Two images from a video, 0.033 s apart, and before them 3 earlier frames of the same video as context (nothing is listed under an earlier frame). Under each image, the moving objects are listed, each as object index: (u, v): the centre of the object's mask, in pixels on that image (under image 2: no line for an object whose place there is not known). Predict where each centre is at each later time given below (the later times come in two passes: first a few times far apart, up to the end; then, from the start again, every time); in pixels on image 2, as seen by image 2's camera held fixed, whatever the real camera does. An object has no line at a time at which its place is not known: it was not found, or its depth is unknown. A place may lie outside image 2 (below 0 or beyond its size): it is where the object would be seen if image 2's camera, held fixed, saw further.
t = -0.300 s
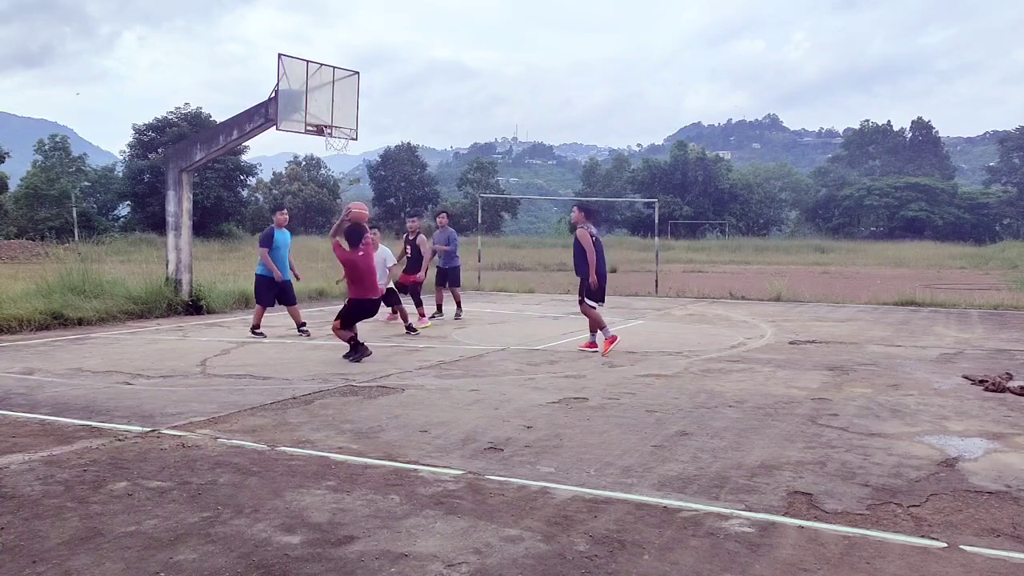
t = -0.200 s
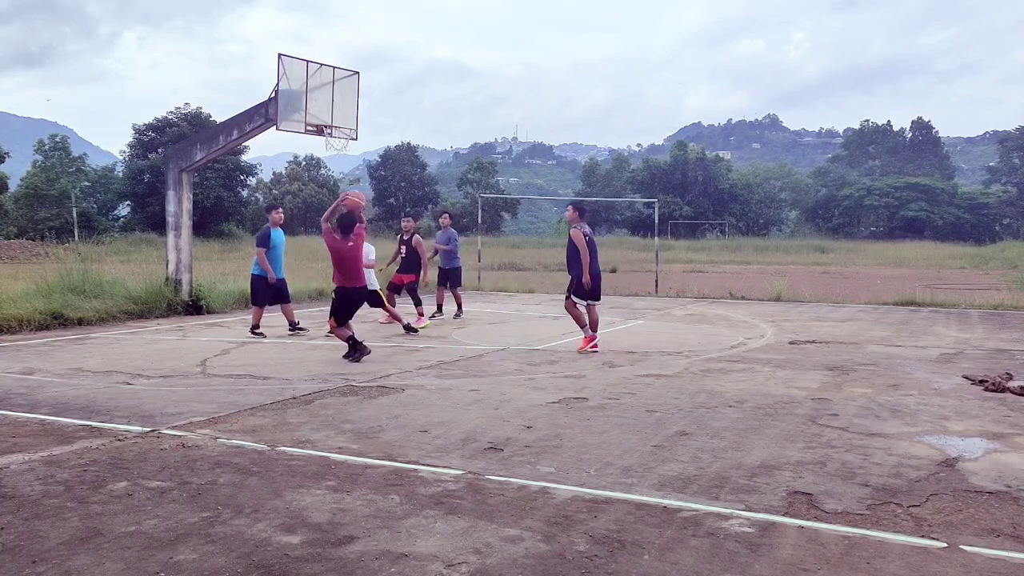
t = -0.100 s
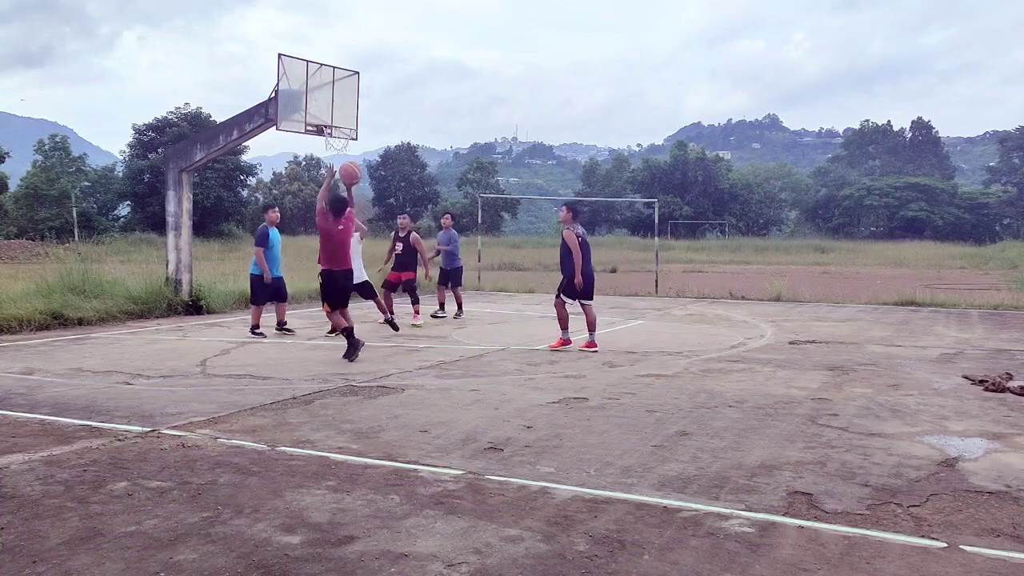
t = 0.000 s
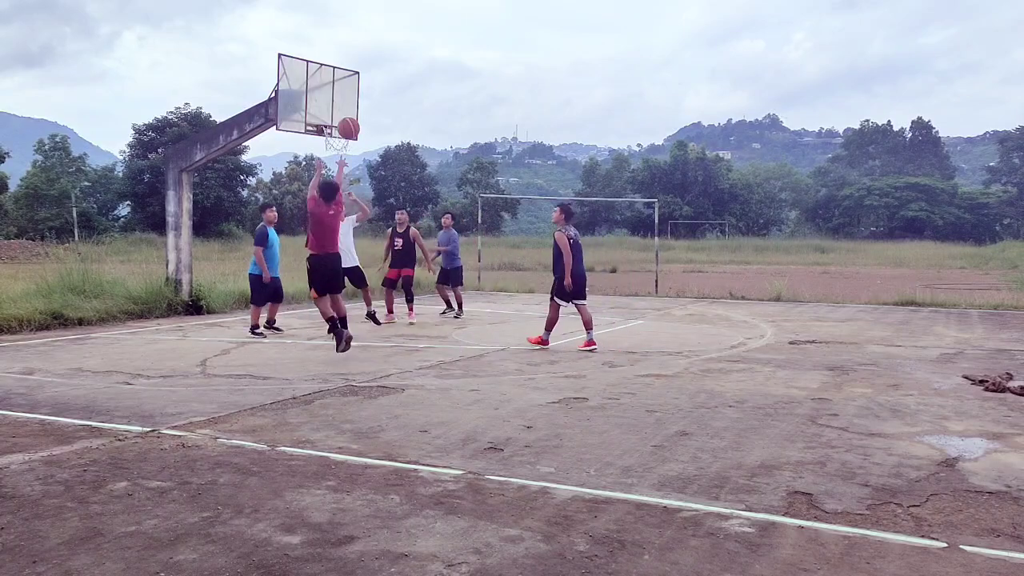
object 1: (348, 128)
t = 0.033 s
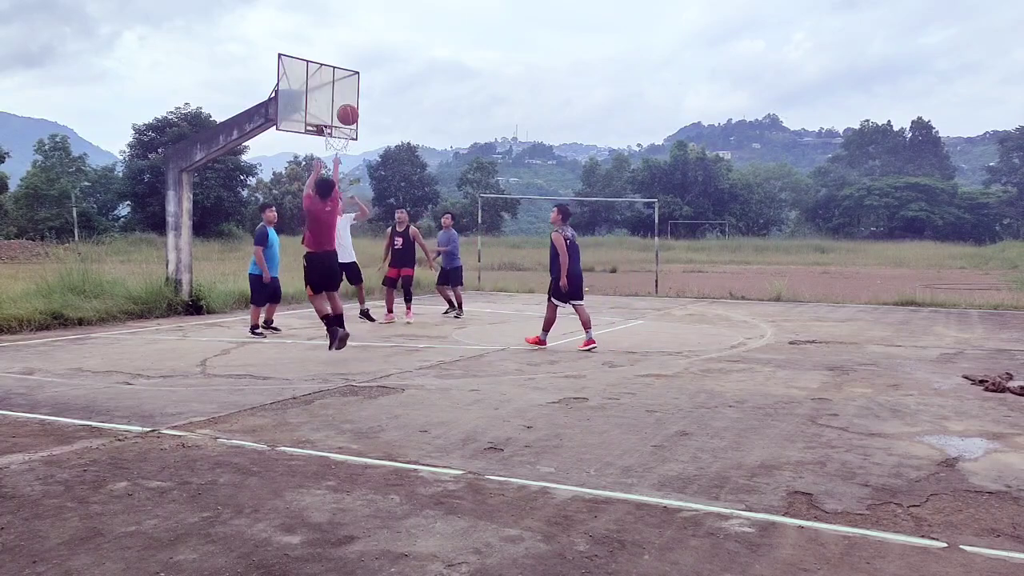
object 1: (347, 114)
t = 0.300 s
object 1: (341, 51)
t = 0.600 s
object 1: (336, 55)
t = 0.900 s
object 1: (332, 119)
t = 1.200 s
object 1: (345, 139)
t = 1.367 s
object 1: (339, 144)
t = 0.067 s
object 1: (347, 102)
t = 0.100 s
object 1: (346, 92)
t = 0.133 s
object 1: (345, 82)
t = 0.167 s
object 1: (344, 73)
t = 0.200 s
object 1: (343, 66)
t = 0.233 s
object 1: (343, 60)
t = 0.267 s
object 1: (342, 55)
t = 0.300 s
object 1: (341, 51)
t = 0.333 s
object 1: (340, 48)
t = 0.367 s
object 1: (340, 45)
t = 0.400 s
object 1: (339, 44)
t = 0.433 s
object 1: (338, 44)
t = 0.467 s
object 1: (338, 45)
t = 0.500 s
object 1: (337, 46)
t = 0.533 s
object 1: (337, 48)
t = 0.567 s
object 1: (336, 51)
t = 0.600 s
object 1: (336, 55)
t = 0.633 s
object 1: (335, 59)
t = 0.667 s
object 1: (335, 65)
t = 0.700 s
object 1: (335, 71)
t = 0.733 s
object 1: (334, 77)
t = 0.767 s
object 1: (333, 85)
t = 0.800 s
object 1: (333, 92)
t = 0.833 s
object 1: (333, 100)
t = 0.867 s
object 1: (332, 109)
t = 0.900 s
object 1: (332, 119)
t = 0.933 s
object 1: (334, 122)
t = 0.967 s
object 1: (336, 126)
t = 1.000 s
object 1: (338, 130)
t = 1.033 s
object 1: (341, 133)
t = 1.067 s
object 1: (344, 137)
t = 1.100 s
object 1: (346, 141)
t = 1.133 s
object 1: (347, 141)
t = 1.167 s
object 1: (346, 140)
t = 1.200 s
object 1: (345, 139)
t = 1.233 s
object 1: (344, 139)
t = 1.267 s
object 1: (343, 139)
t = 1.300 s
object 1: (341, 140)
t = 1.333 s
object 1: (340, 141)
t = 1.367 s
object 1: (339, 144)
